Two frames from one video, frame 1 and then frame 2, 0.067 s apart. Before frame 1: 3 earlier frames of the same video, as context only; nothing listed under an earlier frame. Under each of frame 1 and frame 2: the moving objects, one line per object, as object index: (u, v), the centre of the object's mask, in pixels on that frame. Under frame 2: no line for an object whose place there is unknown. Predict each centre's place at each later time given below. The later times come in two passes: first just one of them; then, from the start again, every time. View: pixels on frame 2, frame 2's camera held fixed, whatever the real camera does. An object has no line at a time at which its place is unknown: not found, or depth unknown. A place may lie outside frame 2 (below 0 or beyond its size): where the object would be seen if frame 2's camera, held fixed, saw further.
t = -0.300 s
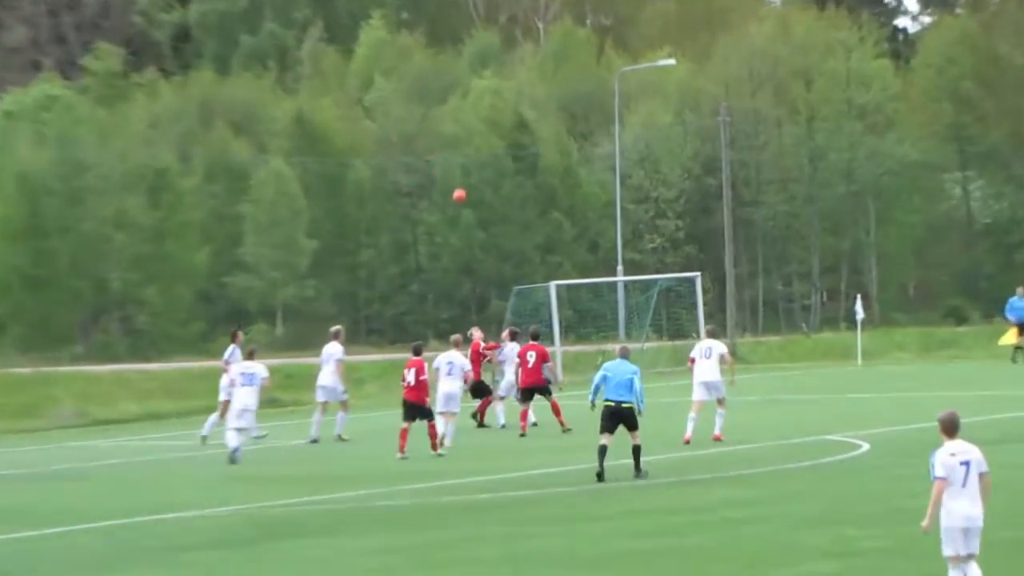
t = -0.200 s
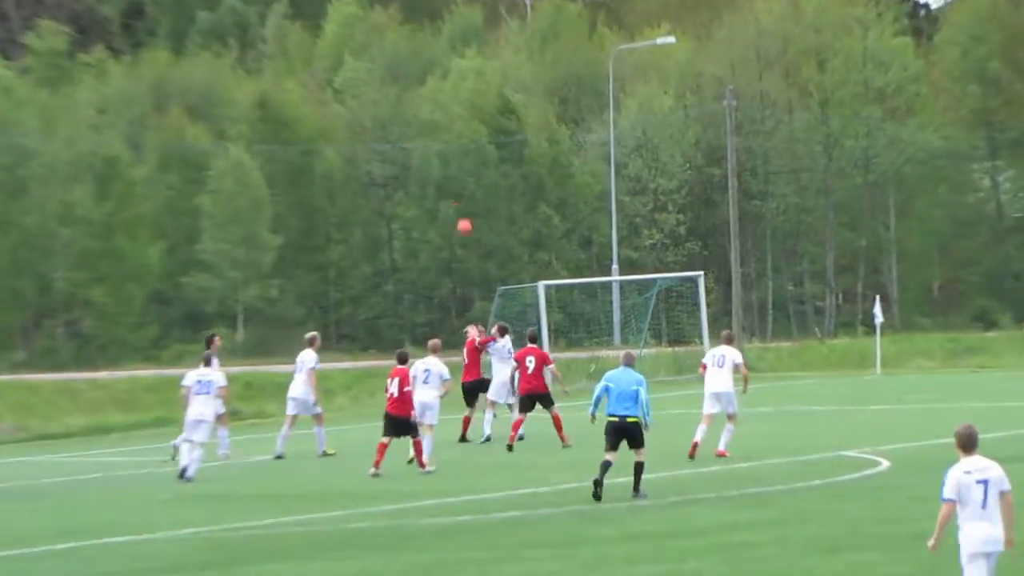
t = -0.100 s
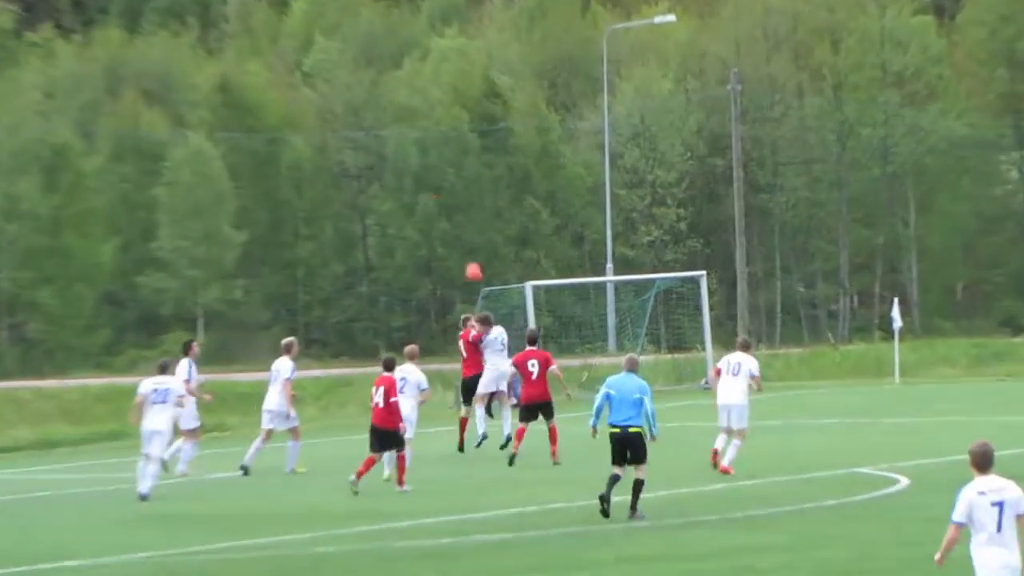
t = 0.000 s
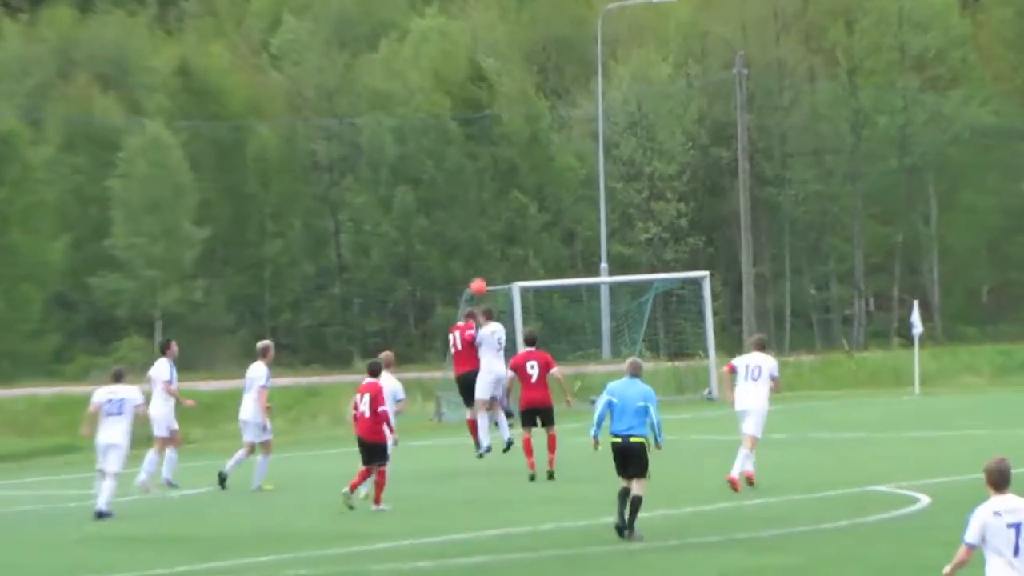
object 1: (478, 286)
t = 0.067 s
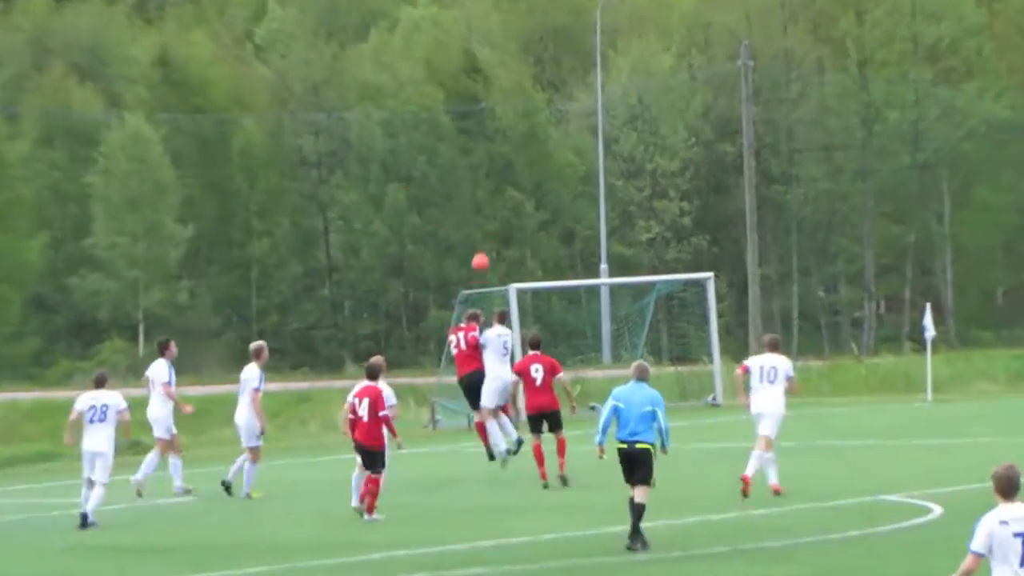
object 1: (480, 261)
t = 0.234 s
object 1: (501, 212)
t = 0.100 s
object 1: (486, 244)
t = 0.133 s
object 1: (490, 233)
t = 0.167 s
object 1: (494, 224)
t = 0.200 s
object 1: (497, 212)
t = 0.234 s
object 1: (501, 212)
